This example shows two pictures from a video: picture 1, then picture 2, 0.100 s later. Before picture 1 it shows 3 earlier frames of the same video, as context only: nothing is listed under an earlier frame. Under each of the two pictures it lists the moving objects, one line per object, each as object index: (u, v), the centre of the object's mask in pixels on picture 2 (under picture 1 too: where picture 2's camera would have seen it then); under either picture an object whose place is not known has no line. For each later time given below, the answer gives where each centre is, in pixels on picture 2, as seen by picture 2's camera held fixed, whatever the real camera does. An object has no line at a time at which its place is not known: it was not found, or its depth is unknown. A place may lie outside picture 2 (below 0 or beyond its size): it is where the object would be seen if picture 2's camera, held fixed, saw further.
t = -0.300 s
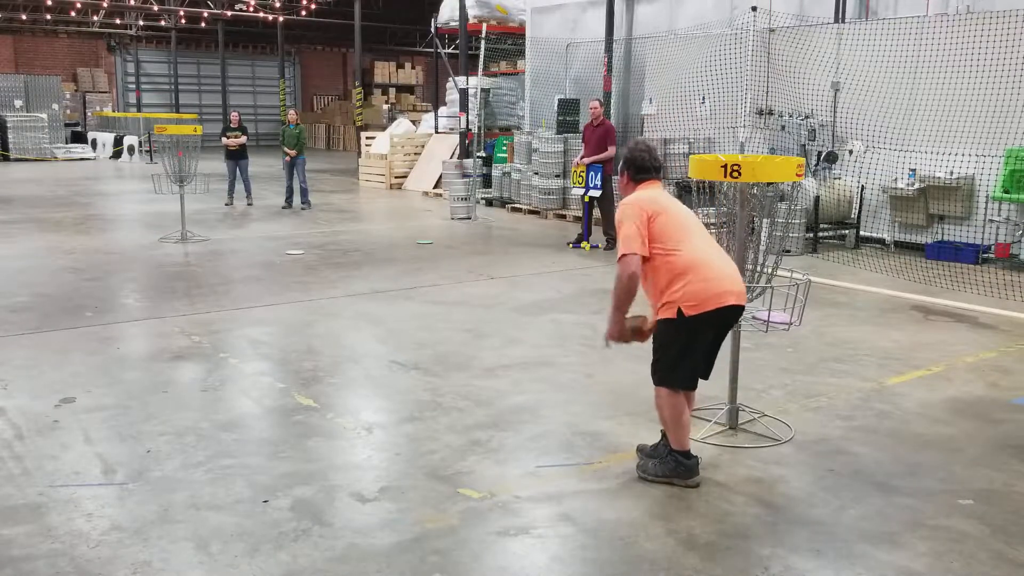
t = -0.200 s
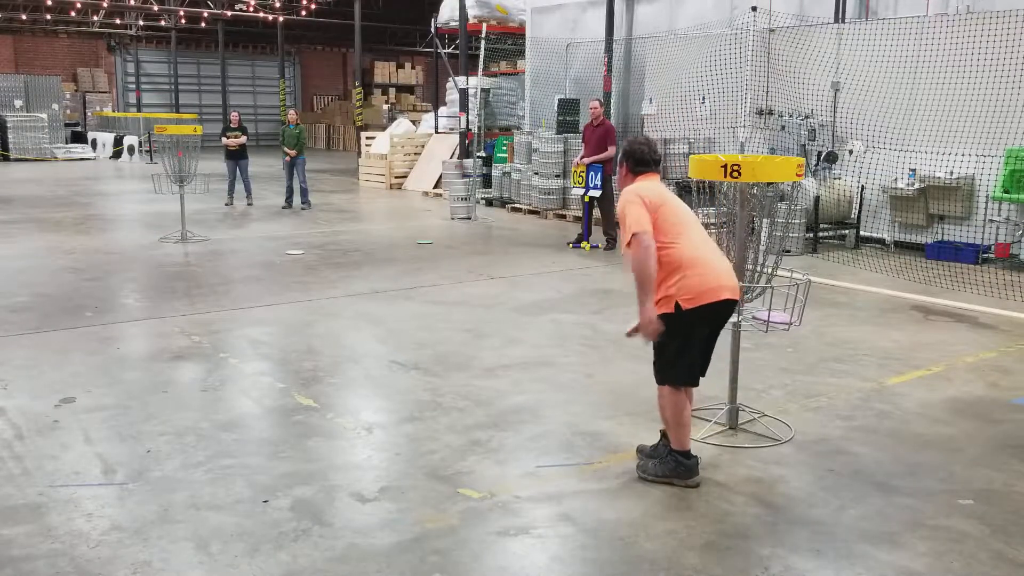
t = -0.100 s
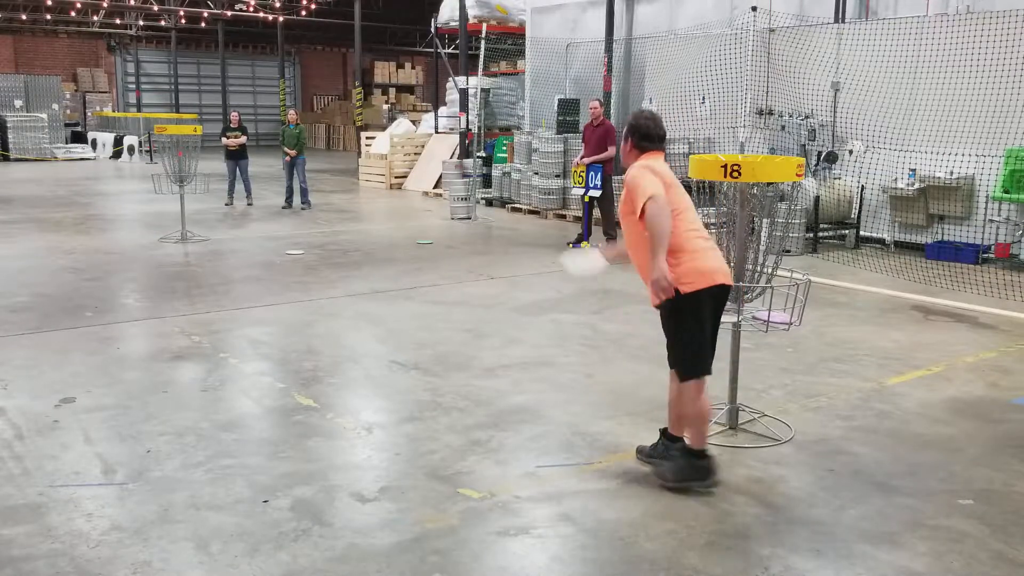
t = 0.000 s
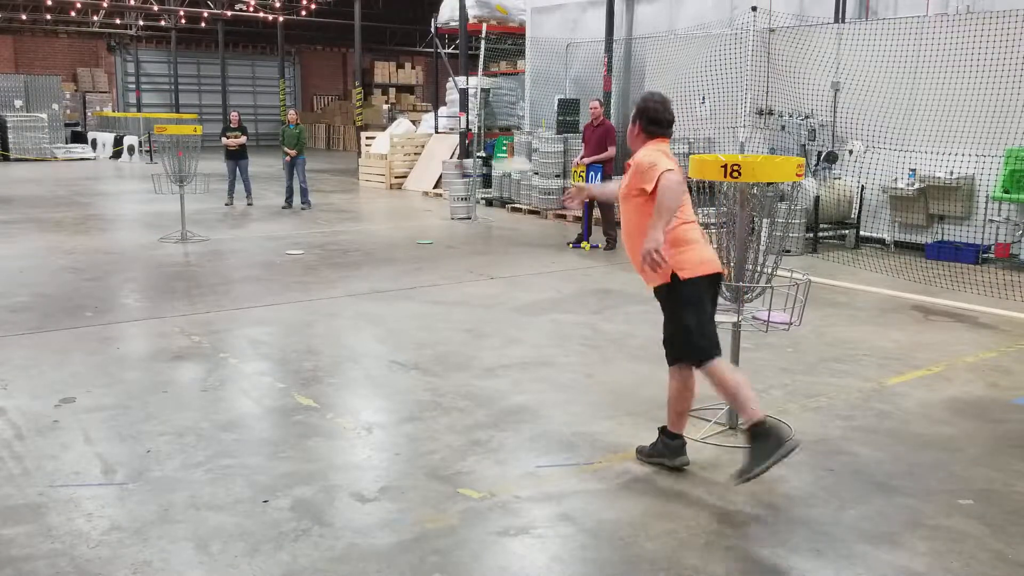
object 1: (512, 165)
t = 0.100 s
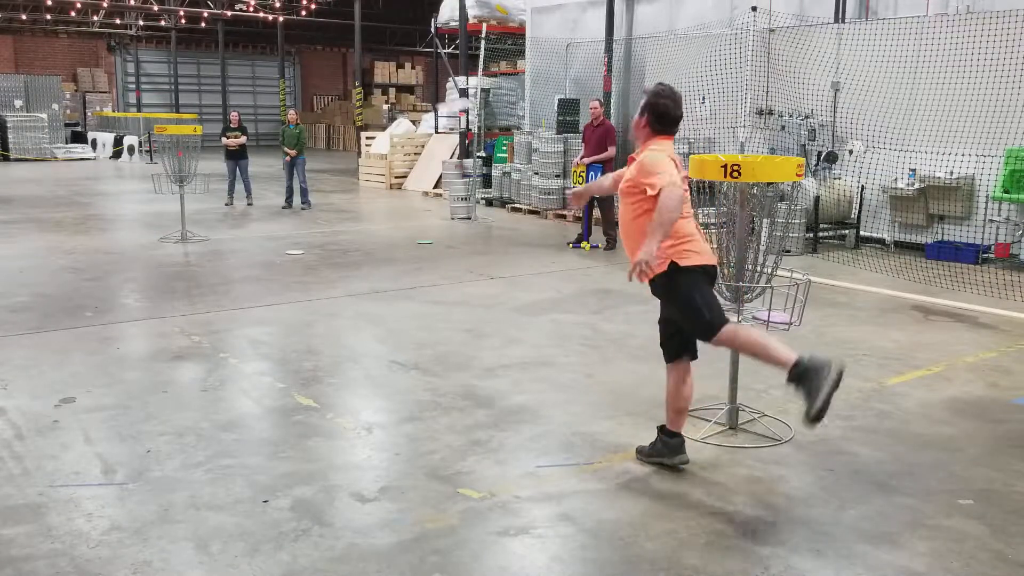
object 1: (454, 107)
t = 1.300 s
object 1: (263, 211)
